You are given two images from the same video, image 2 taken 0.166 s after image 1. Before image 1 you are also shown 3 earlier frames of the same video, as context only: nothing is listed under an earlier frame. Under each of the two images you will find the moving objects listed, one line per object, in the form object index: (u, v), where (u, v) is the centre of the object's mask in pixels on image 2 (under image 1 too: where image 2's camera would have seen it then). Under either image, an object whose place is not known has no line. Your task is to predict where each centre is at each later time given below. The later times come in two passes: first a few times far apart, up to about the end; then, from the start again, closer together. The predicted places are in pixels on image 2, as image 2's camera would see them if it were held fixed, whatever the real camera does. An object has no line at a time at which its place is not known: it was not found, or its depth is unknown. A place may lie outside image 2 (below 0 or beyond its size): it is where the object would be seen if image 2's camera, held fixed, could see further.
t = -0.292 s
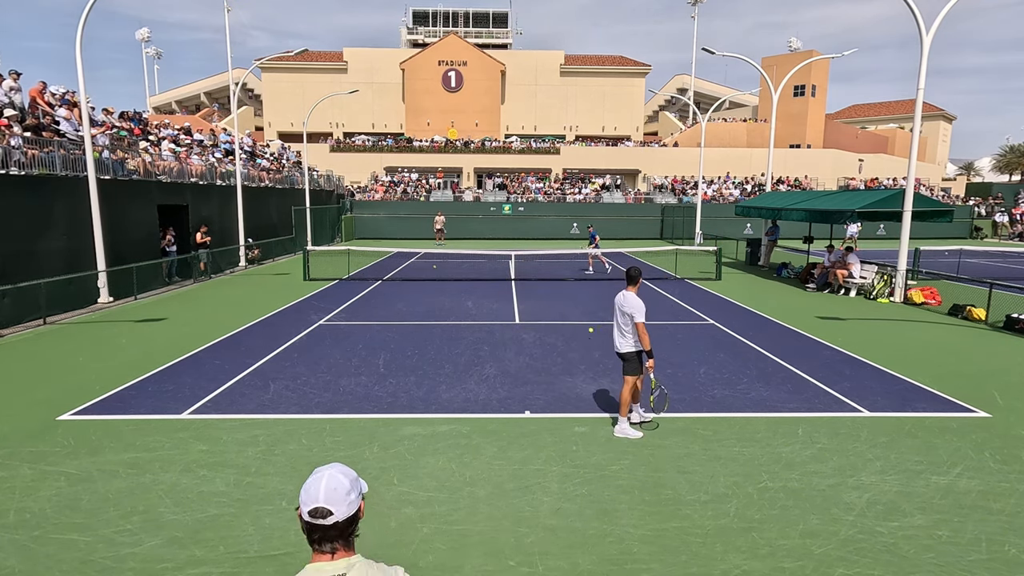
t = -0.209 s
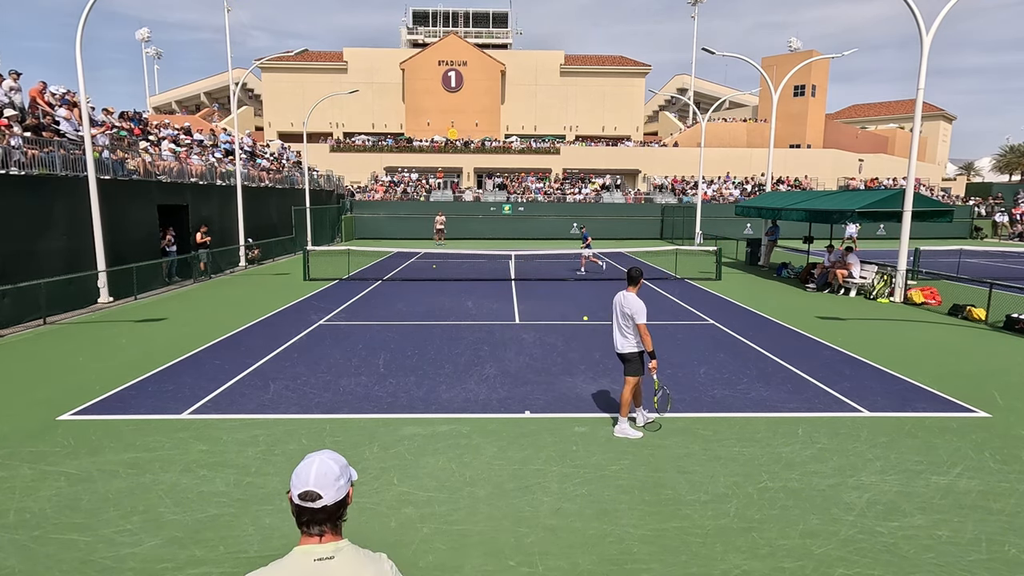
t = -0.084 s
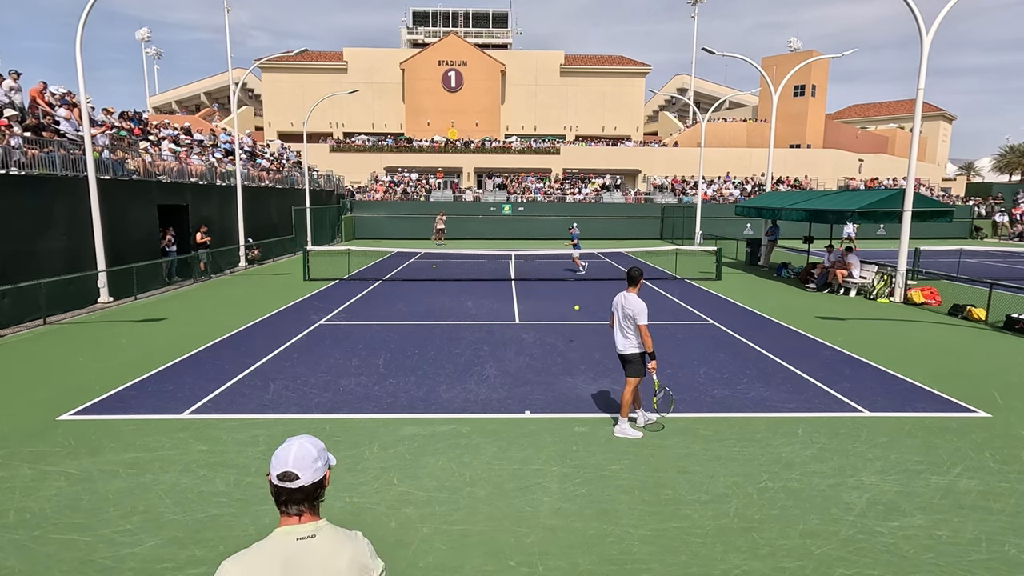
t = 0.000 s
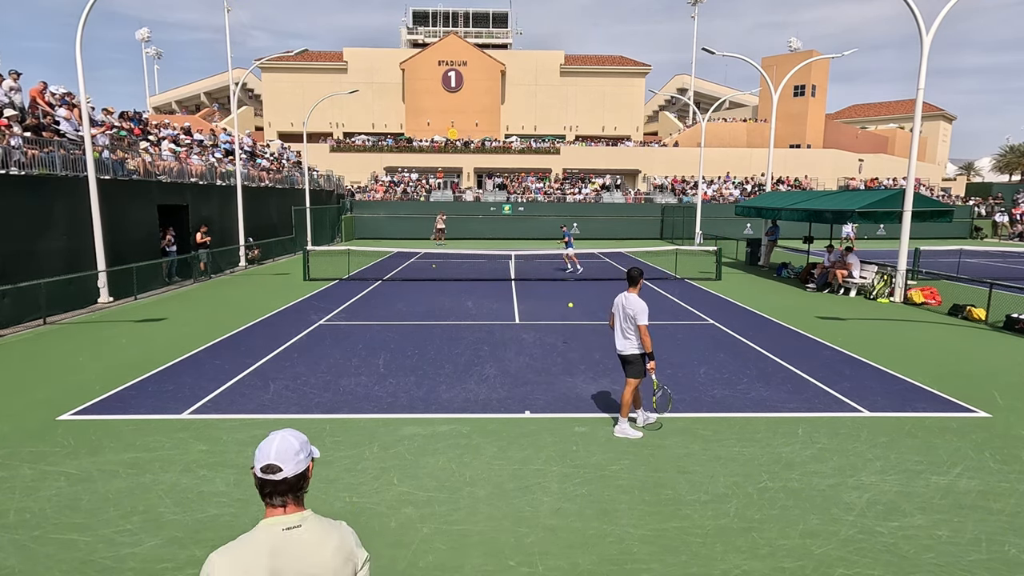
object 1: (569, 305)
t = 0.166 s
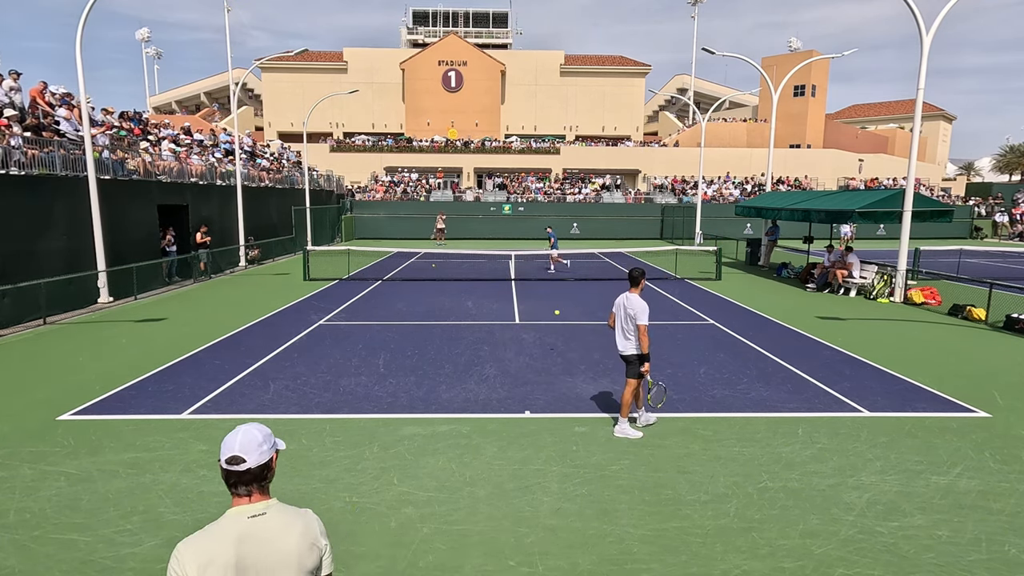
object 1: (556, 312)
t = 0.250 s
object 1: (549, 323)
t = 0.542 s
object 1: (521, 356)
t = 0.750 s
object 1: (498, 345)
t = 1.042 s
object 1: (463, 384)
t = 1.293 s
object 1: (428, 390)
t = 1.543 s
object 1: (388, 418)
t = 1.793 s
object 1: (341, 433)
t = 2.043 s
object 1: (287, 475)
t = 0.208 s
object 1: (553, 317)
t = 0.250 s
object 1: (549, 323)
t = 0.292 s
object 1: (545, 329)
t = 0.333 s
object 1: (542, 337)
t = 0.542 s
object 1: (521, 356)
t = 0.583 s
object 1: (517, 351)
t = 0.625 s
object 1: (512, 349)
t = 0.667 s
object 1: (508, 346)
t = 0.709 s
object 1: (503, 345)
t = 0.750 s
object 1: (498, 345)
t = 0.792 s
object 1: (494, 347)
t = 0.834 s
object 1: (488, 349)
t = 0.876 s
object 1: (485, 353)
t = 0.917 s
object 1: (480, 357)
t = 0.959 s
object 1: (474, 365)
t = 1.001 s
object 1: (468, 374)
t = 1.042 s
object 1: (463, 384)
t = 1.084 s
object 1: (457, 395)
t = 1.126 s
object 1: (452, 400)
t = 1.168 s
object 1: (446, 397)
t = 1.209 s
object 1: (440, 392)
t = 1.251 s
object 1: (434, 391)
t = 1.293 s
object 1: (428, 390)
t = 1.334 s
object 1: (422, 390)
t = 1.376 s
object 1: (416, 392)
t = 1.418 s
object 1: (408, 396)
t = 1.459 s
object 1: (402, 402)
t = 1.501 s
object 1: (395, 409)
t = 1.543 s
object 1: (388, 418)
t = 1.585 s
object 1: (381, 428)
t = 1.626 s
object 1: (373, 441)
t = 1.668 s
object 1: (366, 437)
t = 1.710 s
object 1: (358, 434)
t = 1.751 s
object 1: (350, 433)
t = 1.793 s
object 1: (341, 433)
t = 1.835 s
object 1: (332, 435)
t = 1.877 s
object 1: (324, 439)
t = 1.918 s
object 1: (315, 445)
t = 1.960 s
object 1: (306, 453)
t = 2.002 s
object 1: (297, 463)
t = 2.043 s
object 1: (287, 475)
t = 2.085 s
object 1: (278, 483)
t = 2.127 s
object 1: (267, 481)
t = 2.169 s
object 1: (256, 480)
